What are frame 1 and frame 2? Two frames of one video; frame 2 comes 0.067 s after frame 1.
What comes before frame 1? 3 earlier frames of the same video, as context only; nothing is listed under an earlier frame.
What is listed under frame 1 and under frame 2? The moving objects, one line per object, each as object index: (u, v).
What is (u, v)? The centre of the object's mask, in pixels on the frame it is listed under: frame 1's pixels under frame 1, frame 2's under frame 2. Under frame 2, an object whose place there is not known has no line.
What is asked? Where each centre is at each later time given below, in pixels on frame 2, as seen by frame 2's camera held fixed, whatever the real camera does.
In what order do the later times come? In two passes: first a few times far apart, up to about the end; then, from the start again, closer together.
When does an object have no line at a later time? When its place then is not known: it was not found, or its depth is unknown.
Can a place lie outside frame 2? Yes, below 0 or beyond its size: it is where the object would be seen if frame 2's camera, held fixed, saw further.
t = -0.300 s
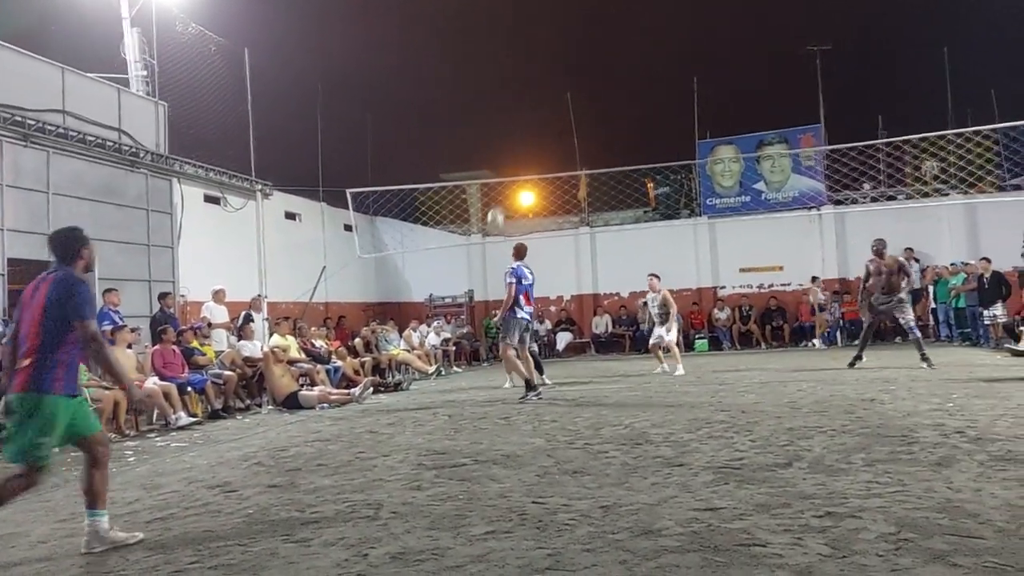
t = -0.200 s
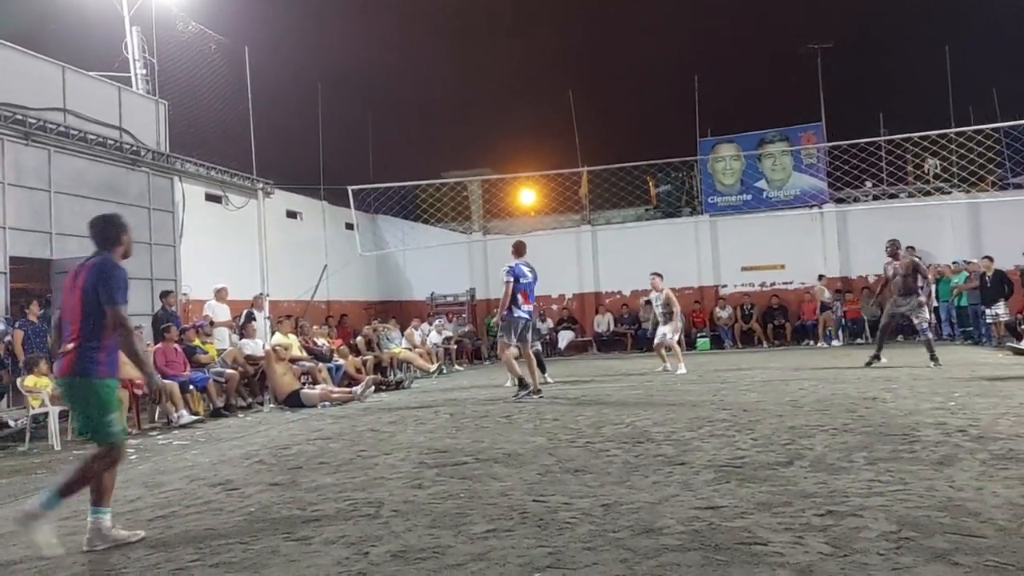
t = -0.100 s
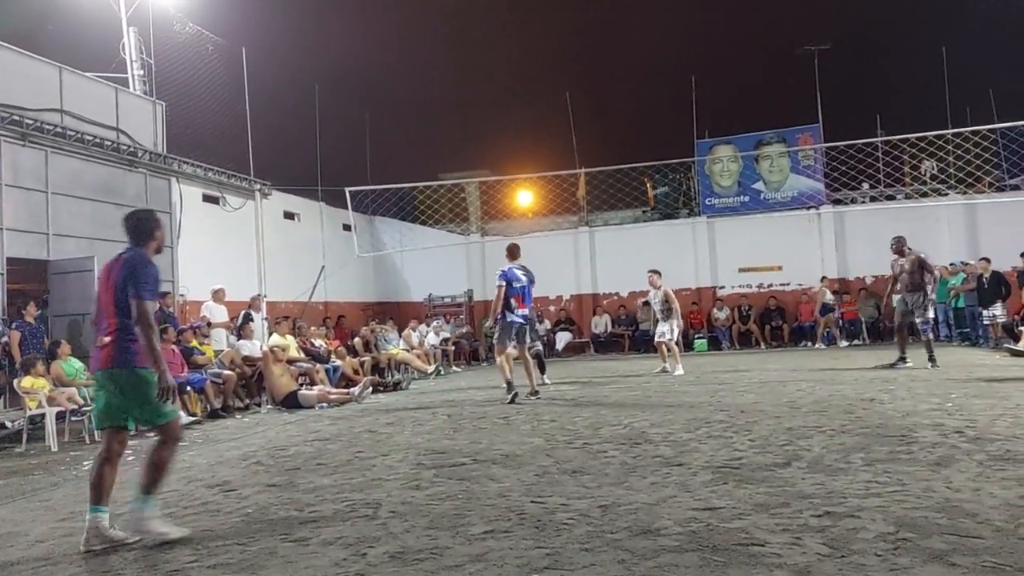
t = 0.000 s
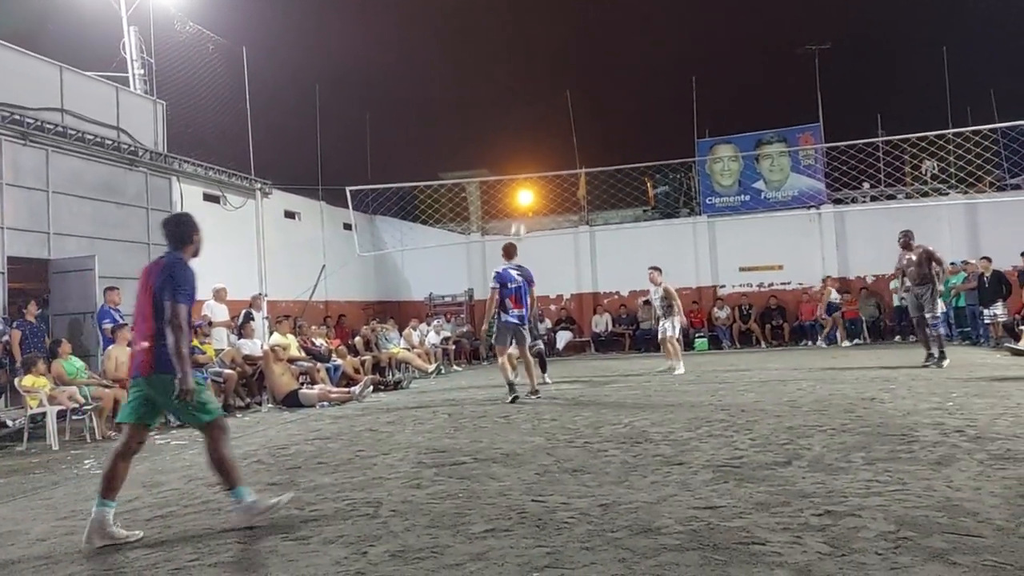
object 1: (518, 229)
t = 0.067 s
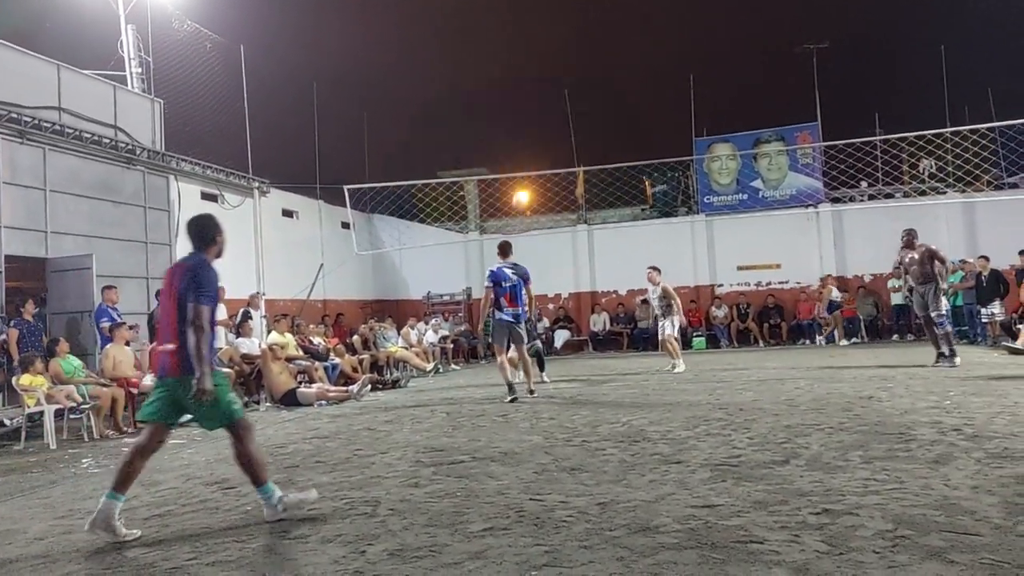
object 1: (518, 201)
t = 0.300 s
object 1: (534, 121)
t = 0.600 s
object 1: (556, 74)
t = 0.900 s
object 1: (579, 85)
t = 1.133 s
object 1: (597, 132)
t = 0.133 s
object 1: (525, 172)
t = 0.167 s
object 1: (526, 161)
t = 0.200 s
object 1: (529, 150)
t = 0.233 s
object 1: (530, 140)
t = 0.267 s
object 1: (532, 130)
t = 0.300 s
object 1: (534, 121)
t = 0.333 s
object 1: (536, 113)
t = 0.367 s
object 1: (539, 106)
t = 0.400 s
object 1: (541, 98)
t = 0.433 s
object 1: (543, 92)
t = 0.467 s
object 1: (546, 87)
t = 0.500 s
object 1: (548, 83)
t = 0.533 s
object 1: (551, 78)
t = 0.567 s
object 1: (554, 76)
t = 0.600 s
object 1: (556, 74)
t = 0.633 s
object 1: (558, 71)
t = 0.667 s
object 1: (562, 72)
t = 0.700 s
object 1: (564, 71)
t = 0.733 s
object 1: (566, 71)
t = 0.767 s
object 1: (569, 73)
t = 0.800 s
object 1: (571, 74)
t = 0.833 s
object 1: (574, 77)
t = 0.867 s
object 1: (577, 80)
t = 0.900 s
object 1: (579, 85)
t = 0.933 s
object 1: (581, 89)
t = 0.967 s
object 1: (584, 94)
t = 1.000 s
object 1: (586, 100)
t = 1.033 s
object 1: (591, 107)
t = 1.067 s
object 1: (593, 115)
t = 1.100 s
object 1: (595, 123)
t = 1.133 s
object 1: (597, 132)
